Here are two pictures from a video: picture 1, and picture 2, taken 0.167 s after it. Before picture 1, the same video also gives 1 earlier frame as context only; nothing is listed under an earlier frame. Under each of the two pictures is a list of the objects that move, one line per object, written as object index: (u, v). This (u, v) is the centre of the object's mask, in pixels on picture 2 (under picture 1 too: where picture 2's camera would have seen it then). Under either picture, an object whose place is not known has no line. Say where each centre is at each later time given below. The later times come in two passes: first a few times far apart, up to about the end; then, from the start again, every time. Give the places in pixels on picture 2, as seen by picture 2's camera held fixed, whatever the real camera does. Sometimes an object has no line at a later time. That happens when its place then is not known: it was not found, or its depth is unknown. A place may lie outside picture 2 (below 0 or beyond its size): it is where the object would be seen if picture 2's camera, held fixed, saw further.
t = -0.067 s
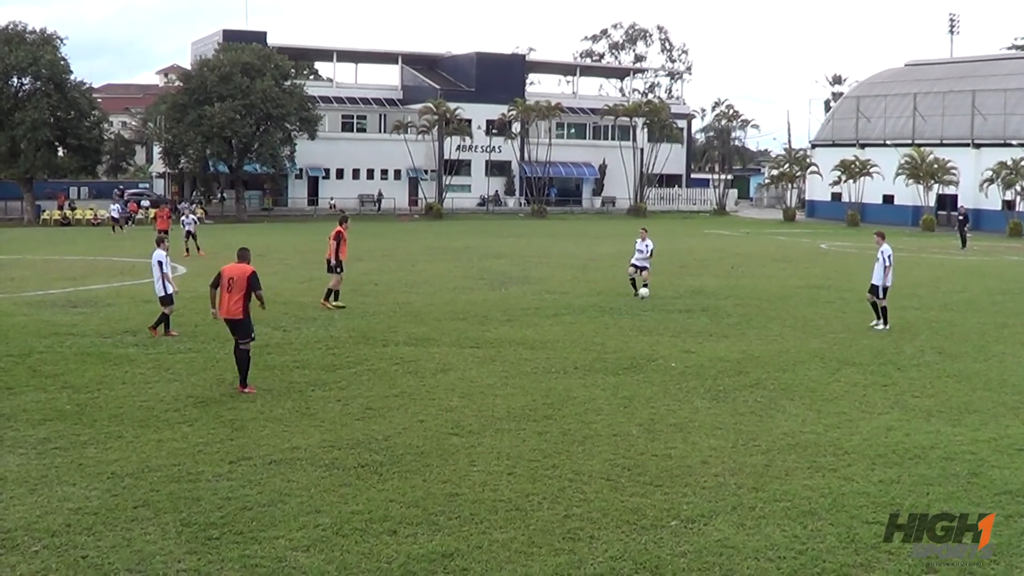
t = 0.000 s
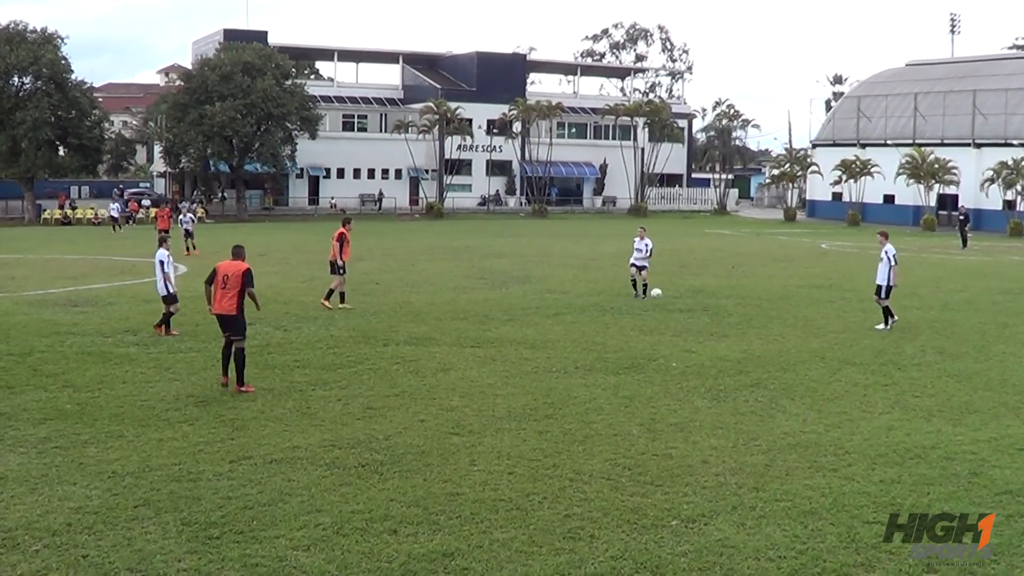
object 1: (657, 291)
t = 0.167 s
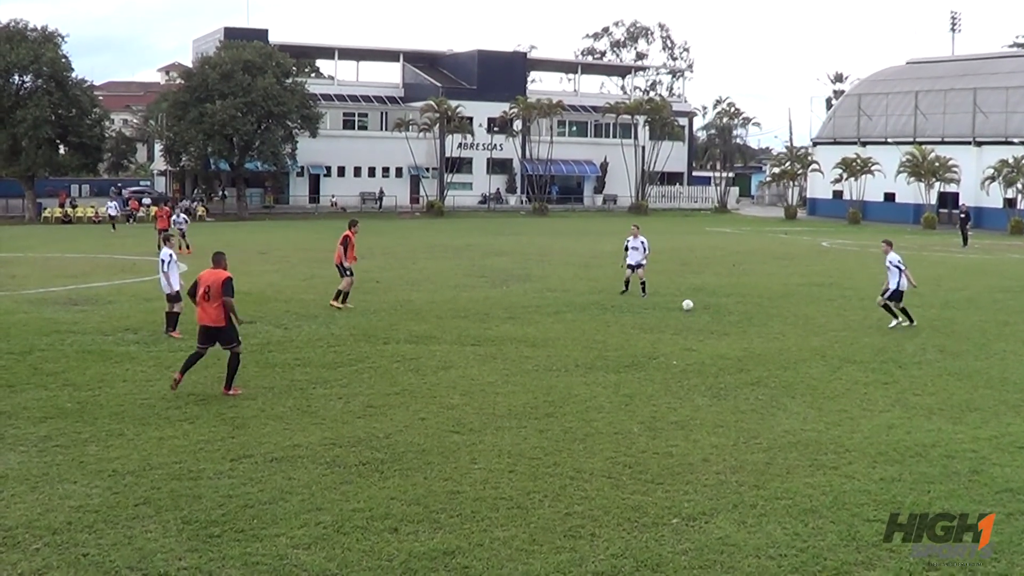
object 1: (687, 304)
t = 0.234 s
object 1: (698, 306)
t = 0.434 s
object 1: (725, 312)
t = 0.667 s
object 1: (759, 317)
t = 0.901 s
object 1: (794, 325)
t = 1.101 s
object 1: (824, 336)
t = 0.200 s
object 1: (693, 307)
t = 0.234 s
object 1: (698, 306)
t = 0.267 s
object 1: (702, 306)
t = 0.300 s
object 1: (707, 306)
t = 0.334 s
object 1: (711, 306)
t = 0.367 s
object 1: (716, 307)
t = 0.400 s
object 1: (720, 309)
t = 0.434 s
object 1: (725, 312)
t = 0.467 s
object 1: (729, 315)
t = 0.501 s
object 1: (734, 316)
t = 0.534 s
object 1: (739, 315)
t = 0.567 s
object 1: (744, 315)
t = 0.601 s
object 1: (749, 315)
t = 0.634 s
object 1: (754, 316)
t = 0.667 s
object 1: (759, 317)
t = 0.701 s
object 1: (764, 320)
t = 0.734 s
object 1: (769, 323)
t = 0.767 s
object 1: (774, 326)
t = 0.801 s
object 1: (779, 325)
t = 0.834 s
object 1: (784, 324)
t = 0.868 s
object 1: (789, 325)
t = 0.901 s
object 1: (794, 325)
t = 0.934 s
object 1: (799, 327)
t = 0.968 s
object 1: (803, 330)
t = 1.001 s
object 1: (809, 333)
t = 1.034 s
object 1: (814, 336)
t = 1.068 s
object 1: (820, 337)
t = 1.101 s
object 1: (824, 336)
